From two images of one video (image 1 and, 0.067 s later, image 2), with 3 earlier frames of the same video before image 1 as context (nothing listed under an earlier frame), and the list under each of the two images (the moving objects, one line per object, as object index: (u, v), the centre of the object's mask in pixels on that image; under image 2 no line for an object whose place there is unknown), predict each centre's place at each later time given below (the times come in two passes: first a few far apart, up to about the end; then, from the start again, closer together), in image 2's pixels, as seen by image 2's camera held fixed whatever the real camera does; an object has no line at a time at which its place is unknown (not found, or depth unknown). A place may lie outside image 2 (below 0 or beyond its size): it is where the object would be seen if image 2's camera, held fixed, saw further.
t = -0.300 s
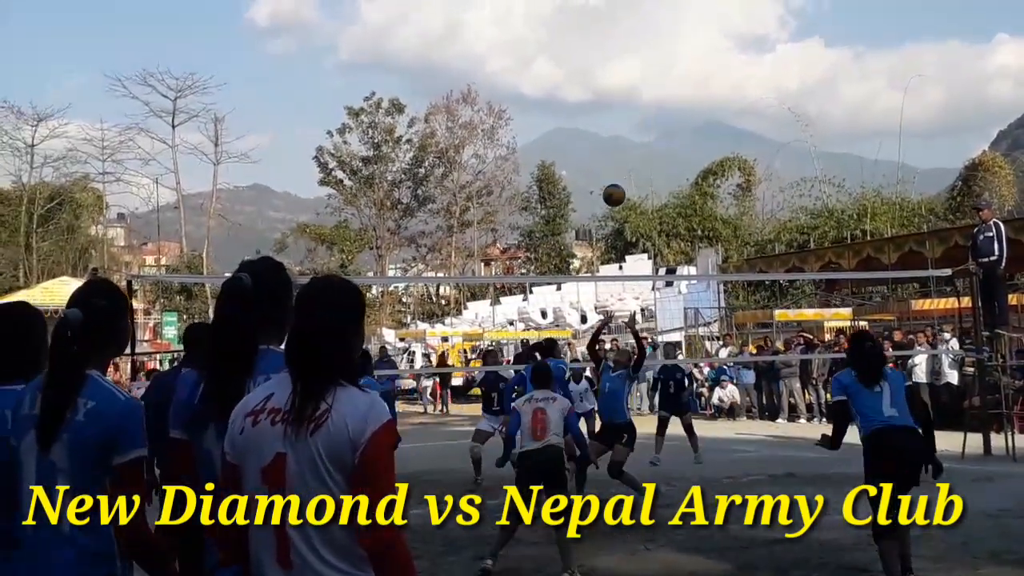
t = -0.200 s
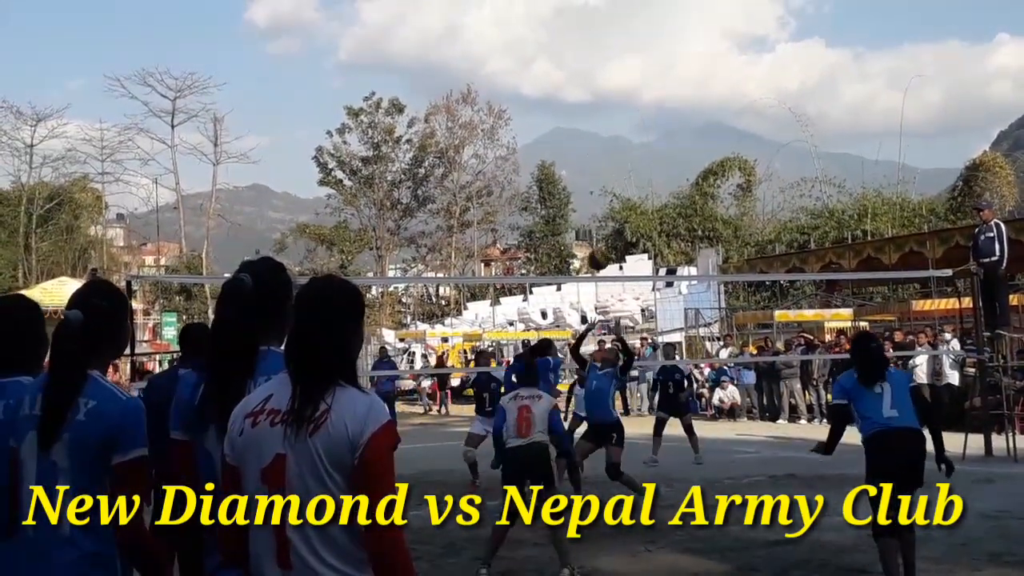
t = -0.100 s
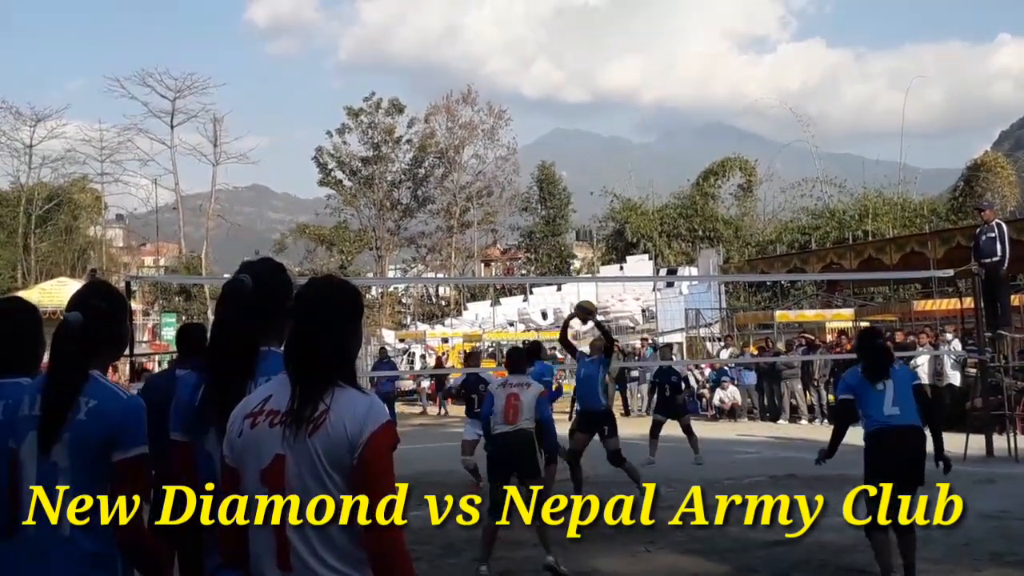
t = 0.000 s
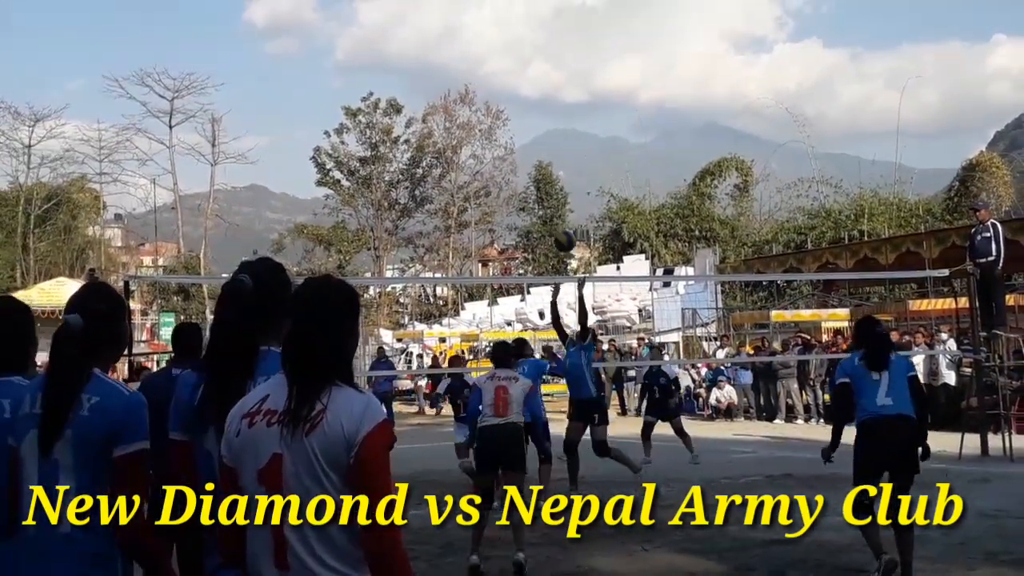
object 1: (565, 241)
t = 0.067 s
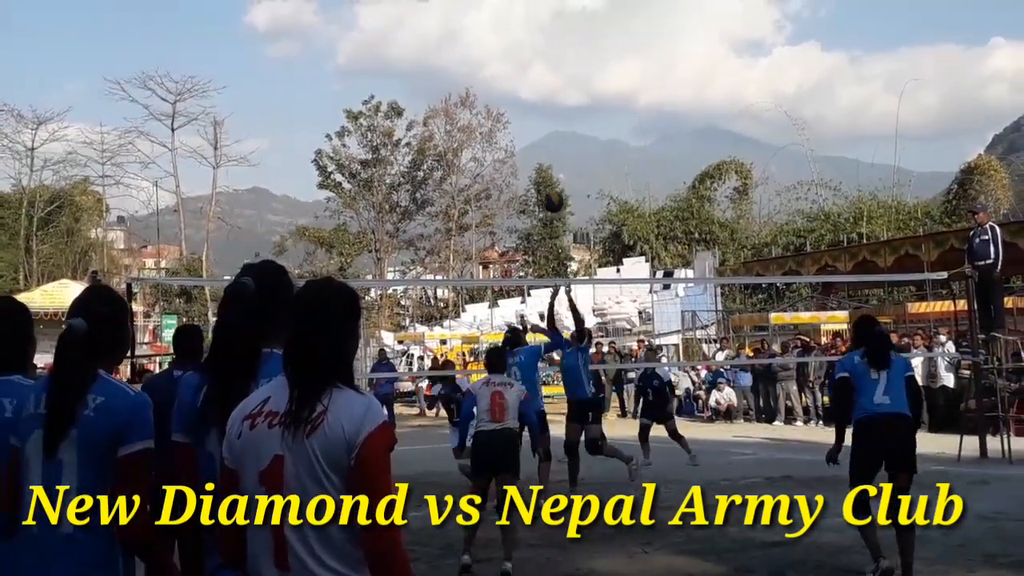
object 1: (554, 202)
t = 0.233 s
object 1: (524, 117)
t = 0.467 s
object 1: (483, 45)
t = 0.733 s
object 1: (439, 30)
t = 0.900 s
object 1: (412, 58)
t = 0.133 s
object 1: (542, 165)
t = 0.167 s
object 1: (536, 148)
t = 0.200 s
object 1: (530, 132)
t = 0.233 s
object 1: (524, 117)
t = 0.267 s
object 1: (518, 104)
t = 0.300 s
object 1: (512, 91)
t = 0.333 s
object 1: (506, 80)
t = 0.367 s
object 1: (501, 69)
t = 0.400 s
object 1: (495, 60)
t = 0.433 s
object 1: (489, 52)
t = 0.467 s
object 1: (483, 45)
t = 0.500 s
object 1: (477, 39)
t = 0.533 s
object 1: (472, 34)
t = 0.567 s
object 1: (466, 30)
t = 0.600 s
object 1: (461, 28)
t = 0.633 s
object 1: (455, 27)
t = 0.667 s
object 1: (450, 27)
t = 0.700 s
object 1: (444, 28)
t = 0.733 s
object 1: (439, 30)
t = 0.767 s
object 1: (434, 33)
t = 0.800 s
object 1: (428, 38)
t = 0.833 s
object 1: (422, 43)
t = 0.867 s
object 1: (417, 50)
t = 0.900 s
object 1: (412, 58)
